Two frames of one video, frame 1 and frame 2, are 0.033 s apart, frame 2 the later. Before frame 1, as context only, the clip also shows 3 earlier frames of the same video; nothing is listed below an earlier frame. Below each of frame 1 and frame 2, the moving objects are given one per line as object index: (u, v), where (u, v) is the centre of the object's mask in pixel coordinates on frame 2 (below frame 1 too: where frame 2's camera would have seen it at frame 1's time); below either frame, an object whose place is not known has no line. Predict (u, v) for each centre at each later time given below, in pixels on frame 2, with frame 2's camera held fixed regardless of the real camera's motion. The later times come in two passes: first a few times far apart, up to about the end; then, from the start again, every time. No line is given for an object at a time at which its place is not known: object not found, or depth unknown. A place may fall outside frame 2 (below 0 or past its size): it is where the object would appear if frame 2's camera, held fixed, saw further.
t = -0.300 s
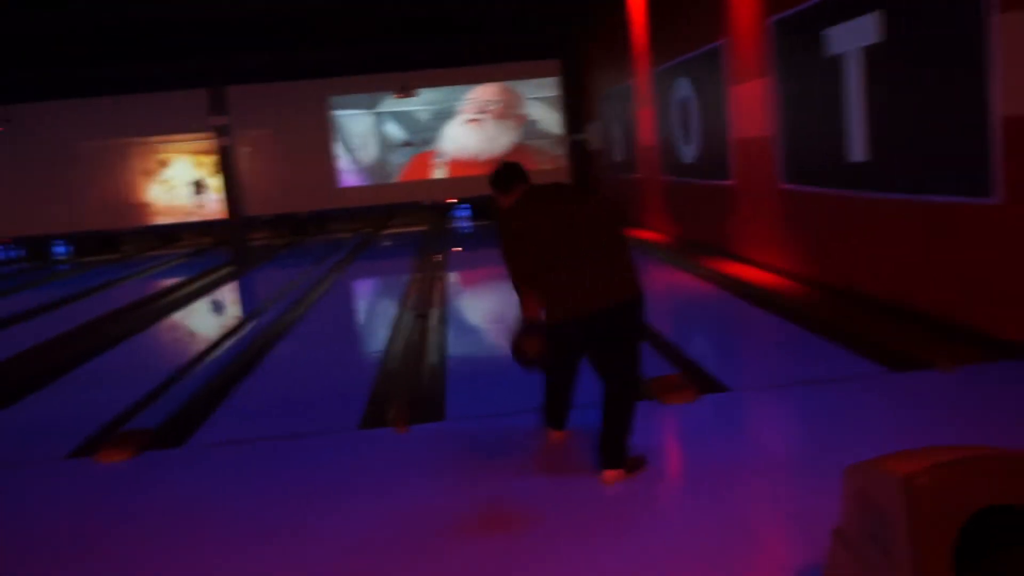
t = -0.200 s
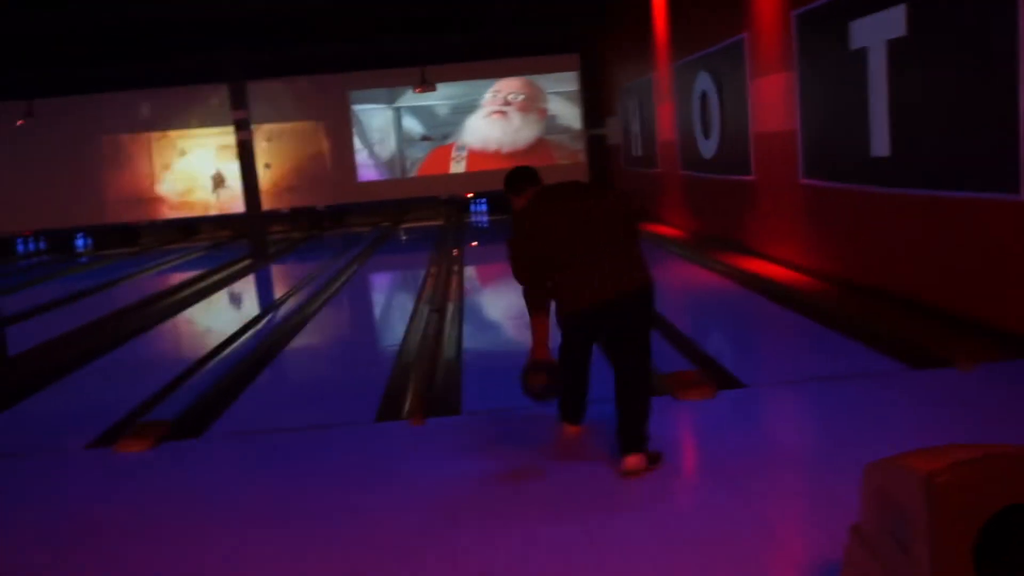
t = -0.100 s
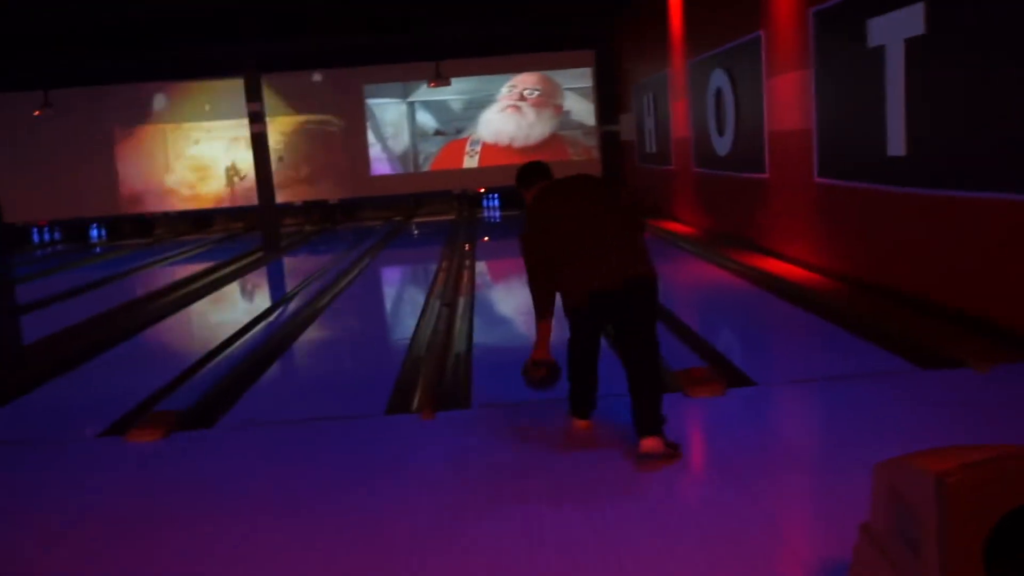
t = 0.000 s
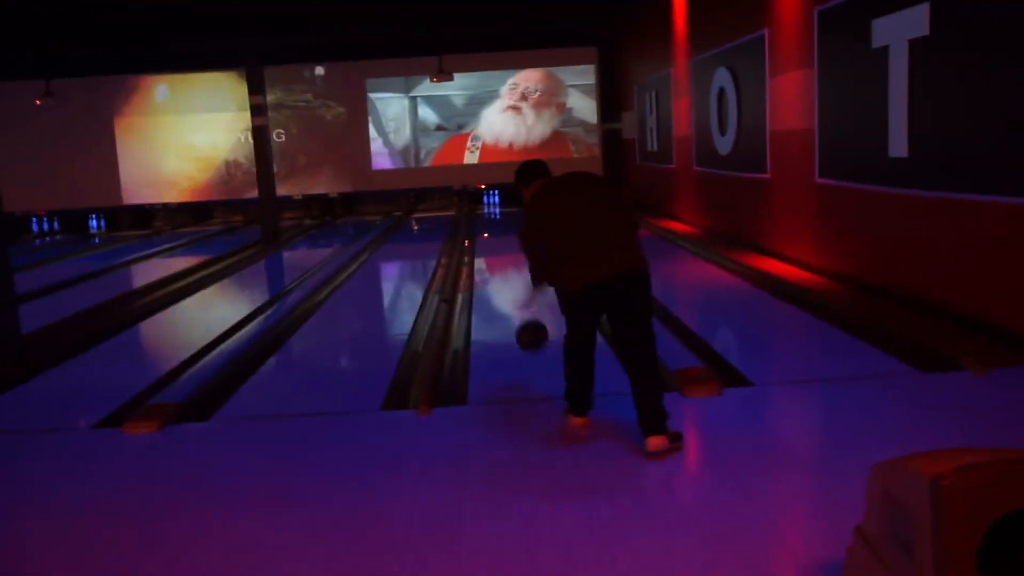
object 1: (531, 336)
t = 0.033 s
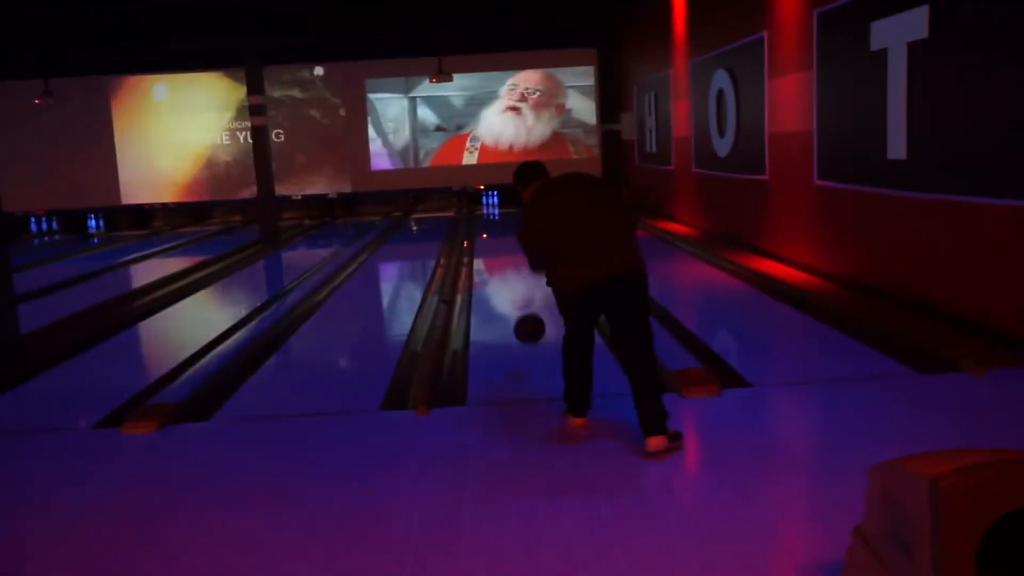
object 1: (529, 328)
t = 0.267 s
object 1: (523, 313)
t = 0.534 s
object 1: (518, 280)
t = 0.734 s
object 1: (514, 262)
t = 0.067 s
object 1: (529, 323)
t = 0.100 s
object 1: (528, 319)
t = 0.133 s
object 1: (527, 318)
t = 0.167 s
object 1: (525, 318)
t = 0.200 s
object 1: (525, 318)
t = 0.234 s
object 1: (525, 319)
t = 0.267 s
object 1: (523, 313)
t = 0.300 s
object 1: (522, 308)
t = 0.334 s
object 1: (522, 304)
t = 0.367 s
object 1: (522, 300)
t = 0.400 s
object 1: (520, 295)
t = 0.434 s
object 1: (519, 291)
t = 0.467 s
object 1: (519, 287)
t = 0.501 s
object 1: (518, 283)
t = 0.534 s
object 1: (518, 280)
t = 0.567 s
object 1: (517, 276)
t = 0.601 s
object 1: (516, 273)
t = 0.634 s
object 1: (516, 271)
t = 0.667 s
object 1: (516, 268)
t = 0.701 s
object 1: (515, 265)
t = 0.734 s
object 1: (514, 262)
